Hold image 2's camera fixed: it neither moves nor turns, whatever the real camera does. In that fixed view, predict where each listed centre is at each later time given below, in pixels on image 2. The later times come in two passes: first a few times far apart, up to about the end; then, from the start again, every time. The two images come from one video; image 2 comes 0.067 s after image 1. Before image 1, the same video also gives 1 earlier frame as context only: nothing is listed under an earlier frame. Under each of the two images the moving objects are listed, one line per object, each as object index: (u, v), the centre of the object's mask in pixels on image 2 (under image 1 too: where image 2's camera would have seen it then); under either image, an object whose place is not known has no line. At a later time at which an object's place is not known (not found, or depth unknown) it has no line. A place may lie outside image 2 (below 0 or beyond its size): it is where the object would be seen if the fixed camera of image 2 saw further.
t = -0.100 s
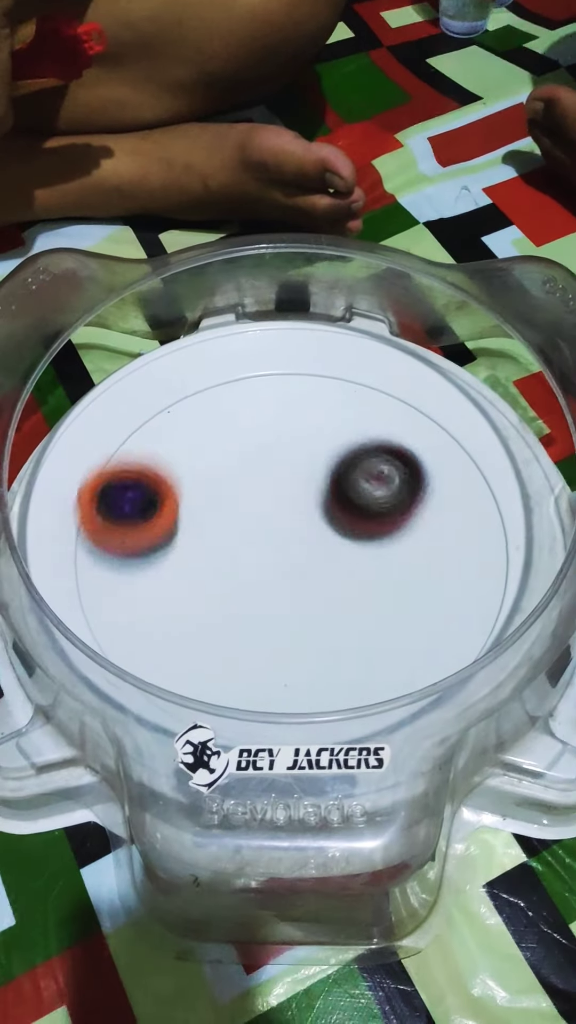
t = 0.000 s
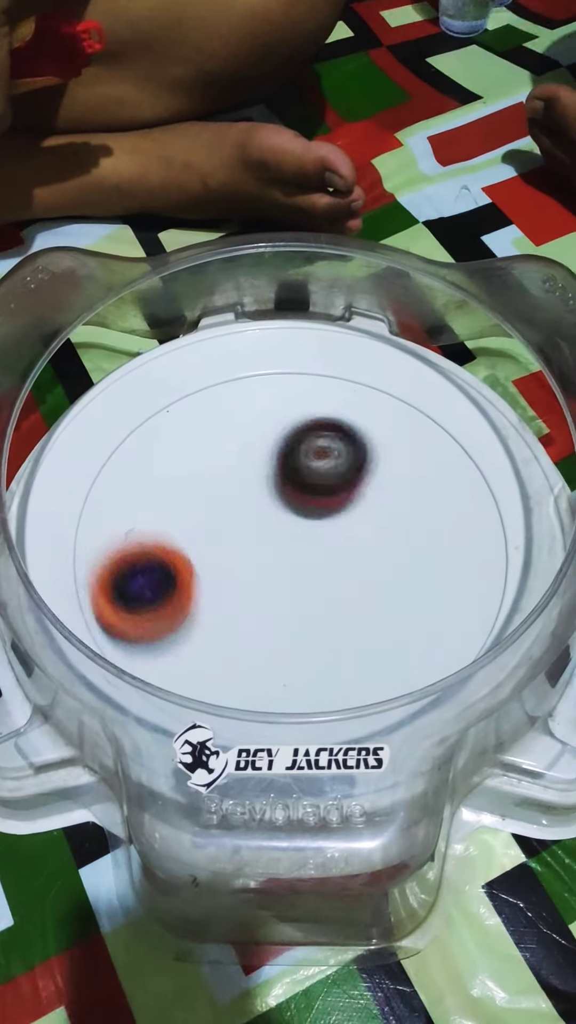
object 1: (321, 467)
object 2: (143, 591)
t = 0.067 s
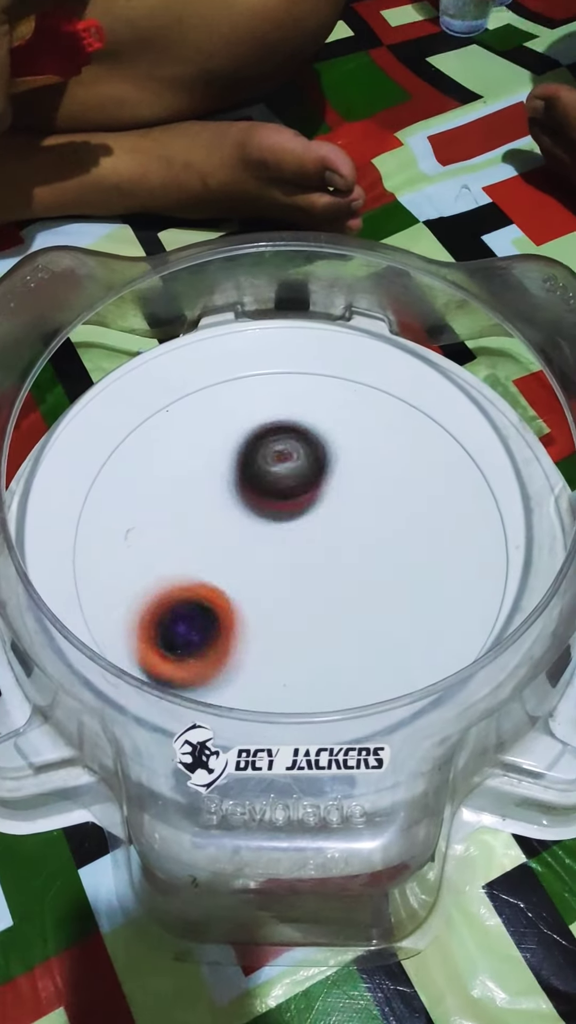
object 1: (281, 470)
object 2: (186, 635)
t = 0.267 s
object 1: (207, 544)
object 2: (372, 633)
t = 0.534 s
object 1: (296, 631)
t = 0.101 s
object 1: (263, 477)
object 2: (215, 649)
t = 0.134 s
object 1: (246, 486)
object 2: (247, 657)
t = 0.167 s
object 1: (232, 498)
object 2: (280, 659)
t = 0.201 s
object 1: (220, 512)
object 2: (312, 656)
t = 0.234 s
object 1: (212, 528)
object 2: (344, 647)
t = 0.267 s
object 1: (207, 544)
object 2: (372, 633)
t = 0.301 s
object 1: (205, 561)
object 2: (395, 615)
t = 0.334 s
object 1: (208, 578)
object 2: (414, 593)
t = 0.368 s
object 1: (213, 594)
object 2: (427, 568)
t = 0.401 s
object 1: (224, 608)
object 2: (432, 542)
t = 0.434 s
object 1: (237, 620)
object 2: (431, 517)
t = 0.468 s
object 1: (255, 627)
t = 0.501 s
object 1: (274, 631)
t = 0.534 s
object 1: (296, 631)
